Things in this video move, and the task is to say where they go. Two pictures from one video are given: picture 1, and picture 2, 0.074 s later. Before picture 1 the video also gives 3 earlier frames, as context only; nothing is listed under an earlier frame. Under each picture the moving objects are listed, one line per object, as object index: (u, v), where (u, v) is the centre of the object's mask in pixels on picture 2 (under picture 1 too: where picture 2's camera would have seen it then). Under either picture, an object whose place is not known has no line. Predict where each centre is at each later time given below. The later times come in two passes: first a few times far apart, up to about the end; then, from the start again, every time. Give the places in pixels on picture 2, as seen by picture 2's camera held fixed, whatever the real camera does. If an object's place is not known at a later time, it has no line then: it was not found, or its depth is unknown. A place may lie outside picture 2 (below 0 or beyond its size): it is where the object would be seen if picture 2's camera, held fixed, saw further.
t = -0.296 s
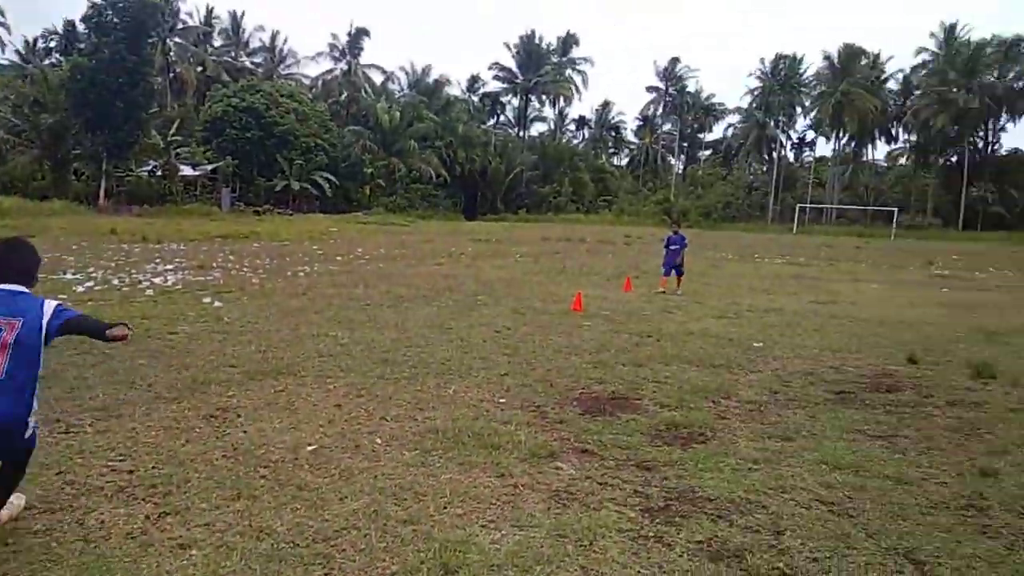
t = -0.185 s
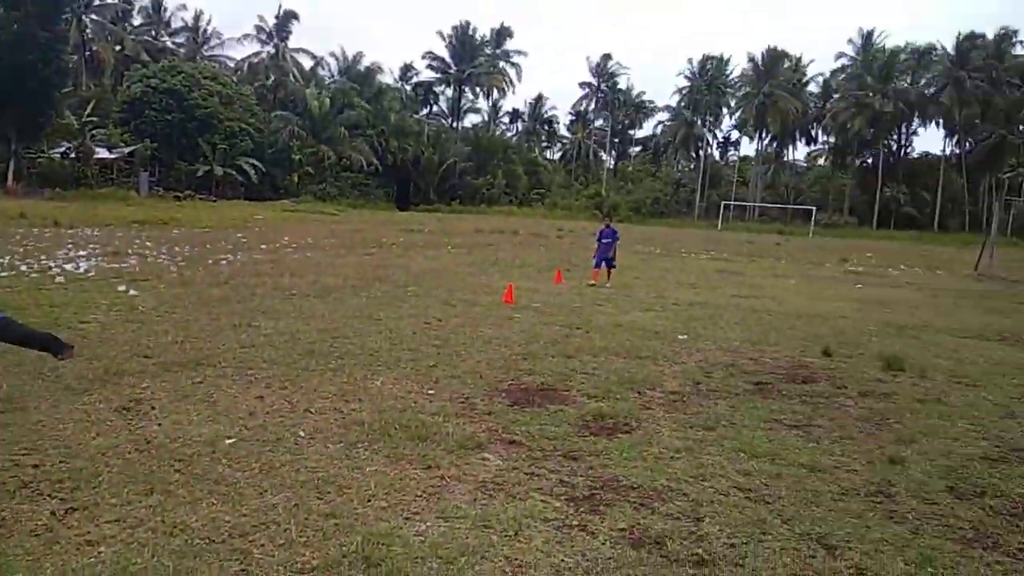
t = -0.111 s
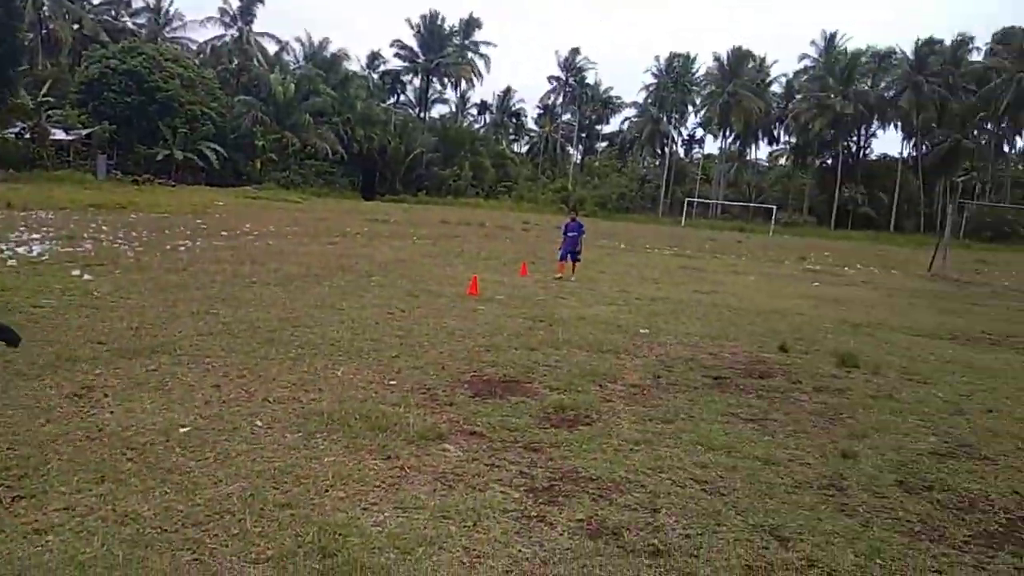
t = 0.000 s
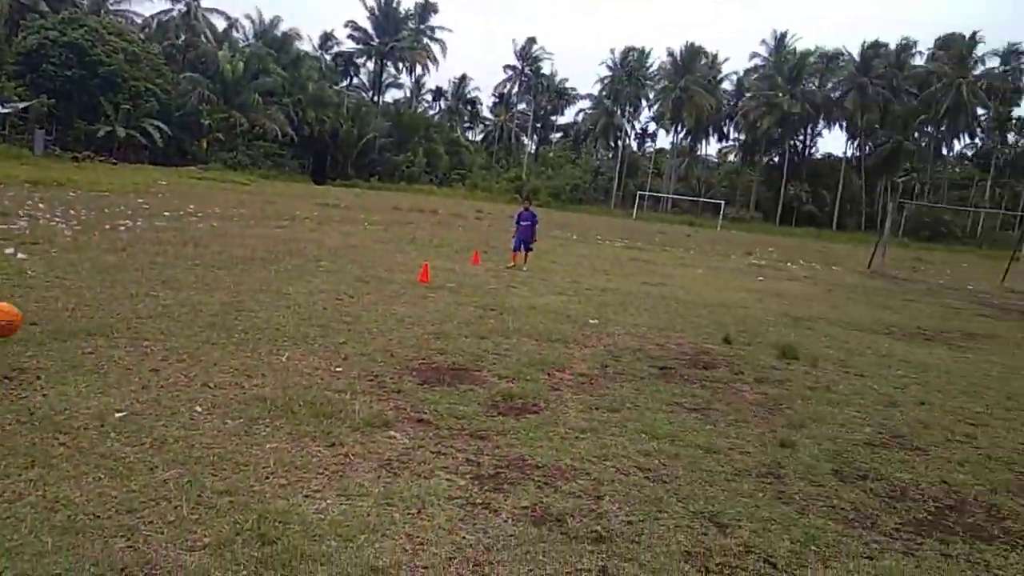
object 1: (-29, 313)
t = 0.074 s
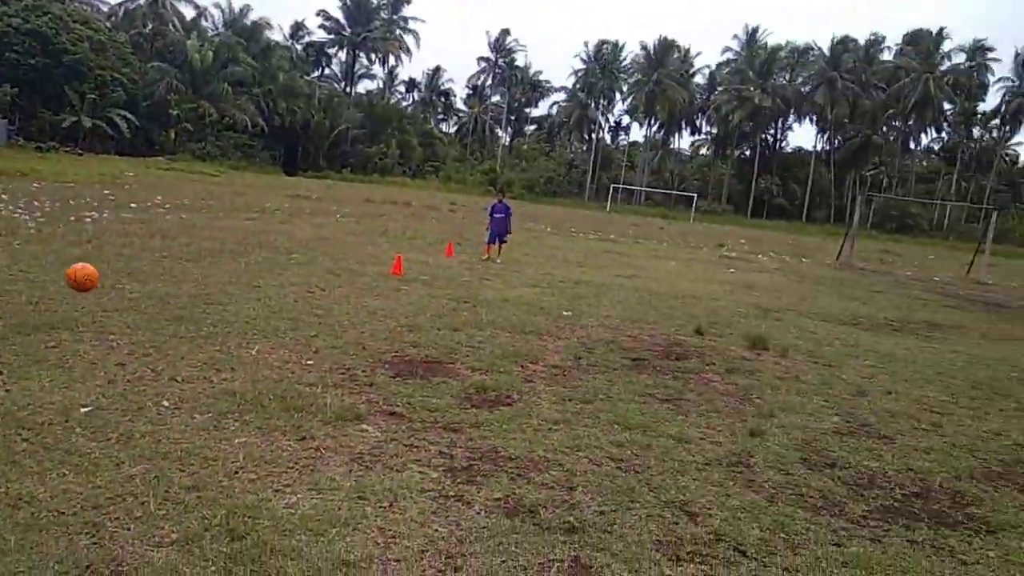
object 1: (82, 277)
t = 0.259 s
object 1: (247, 254)
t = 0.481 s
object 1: (339, 249)
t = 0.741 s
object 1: (396, 245)
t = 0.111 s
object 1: (127, 266)
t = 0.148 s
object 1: (165, 259)
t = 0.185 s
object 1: (196, 256)
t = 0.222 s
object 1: (224, 254)
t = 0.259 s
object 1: (247, 254)
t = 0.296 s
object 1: (267, 255)
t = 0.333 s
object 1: (286, 257)
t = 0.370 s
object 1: (302, 260)
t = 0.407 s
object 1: (316, 258)
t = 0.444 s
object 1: (328, 252)
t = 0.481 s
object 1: (339, 249)
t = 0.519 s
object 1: (349, 245)
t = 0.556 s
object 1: (359, 244)
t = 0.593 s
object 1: (368, 243)
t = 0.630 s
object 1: (375, 244)
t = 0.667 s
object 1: (383, 245)
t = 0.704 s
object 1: (389, 247)
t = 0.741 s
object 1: (396, 245)
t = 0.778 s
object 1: (402, 243)
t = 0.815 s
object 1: (409, 241)
